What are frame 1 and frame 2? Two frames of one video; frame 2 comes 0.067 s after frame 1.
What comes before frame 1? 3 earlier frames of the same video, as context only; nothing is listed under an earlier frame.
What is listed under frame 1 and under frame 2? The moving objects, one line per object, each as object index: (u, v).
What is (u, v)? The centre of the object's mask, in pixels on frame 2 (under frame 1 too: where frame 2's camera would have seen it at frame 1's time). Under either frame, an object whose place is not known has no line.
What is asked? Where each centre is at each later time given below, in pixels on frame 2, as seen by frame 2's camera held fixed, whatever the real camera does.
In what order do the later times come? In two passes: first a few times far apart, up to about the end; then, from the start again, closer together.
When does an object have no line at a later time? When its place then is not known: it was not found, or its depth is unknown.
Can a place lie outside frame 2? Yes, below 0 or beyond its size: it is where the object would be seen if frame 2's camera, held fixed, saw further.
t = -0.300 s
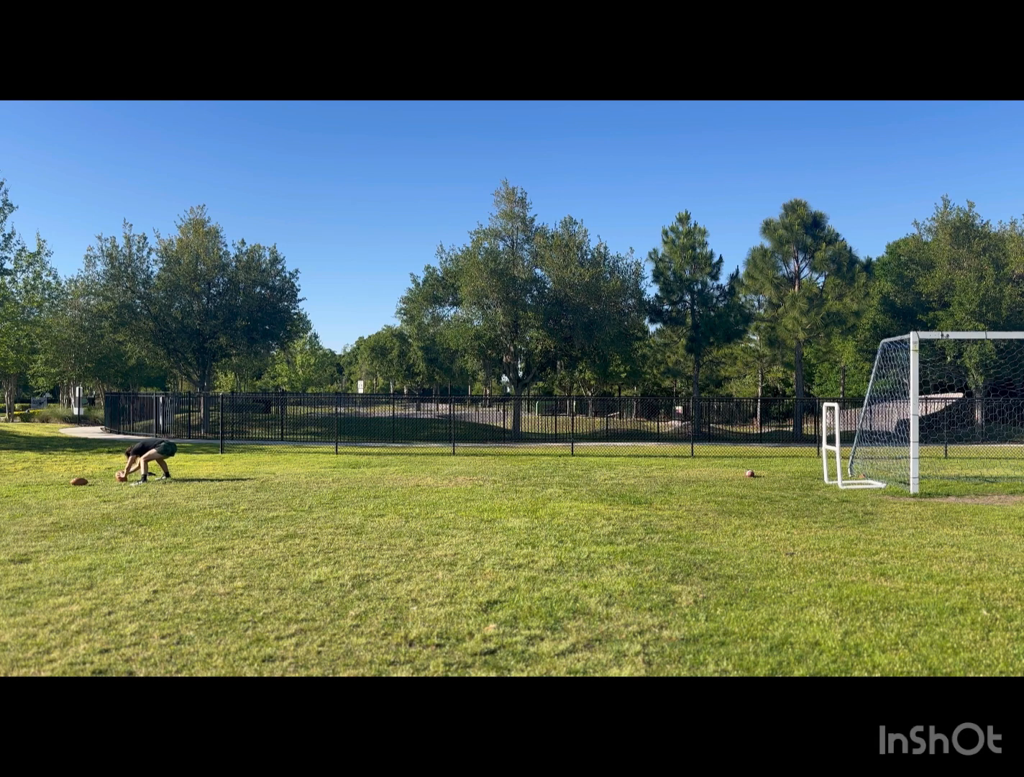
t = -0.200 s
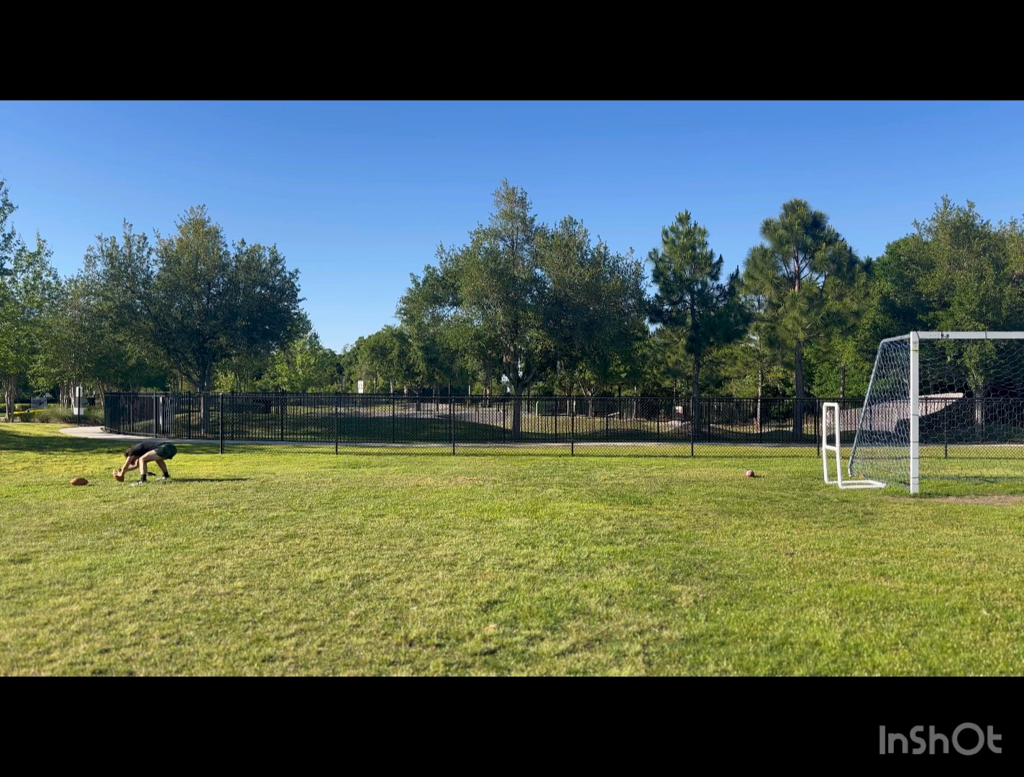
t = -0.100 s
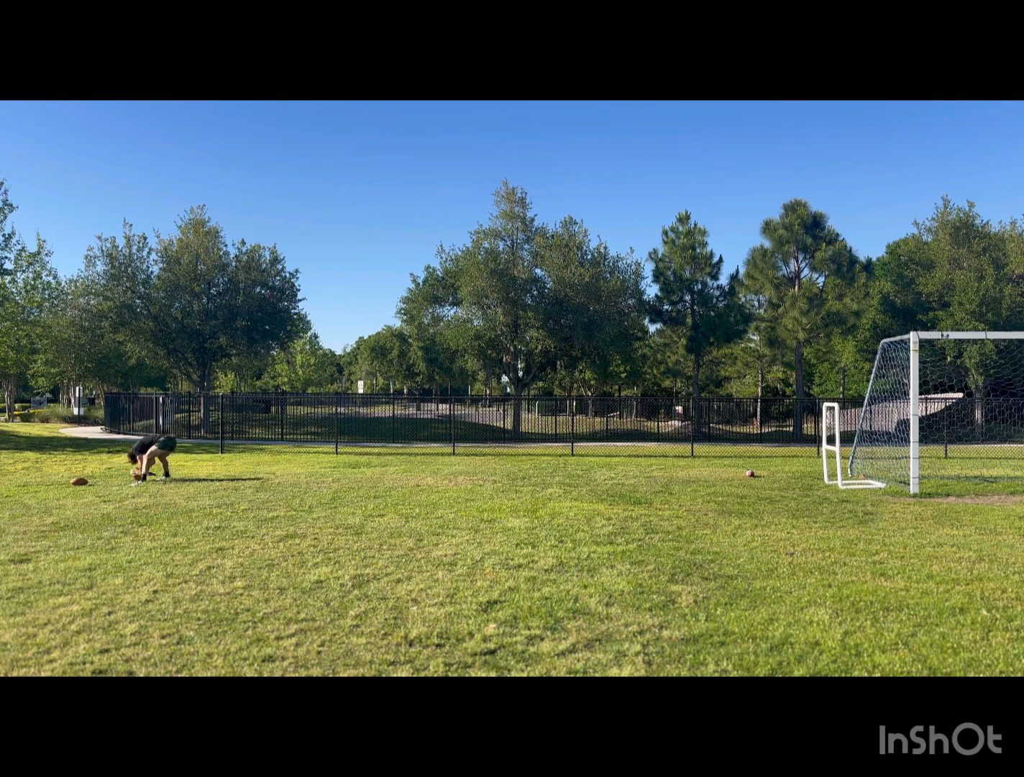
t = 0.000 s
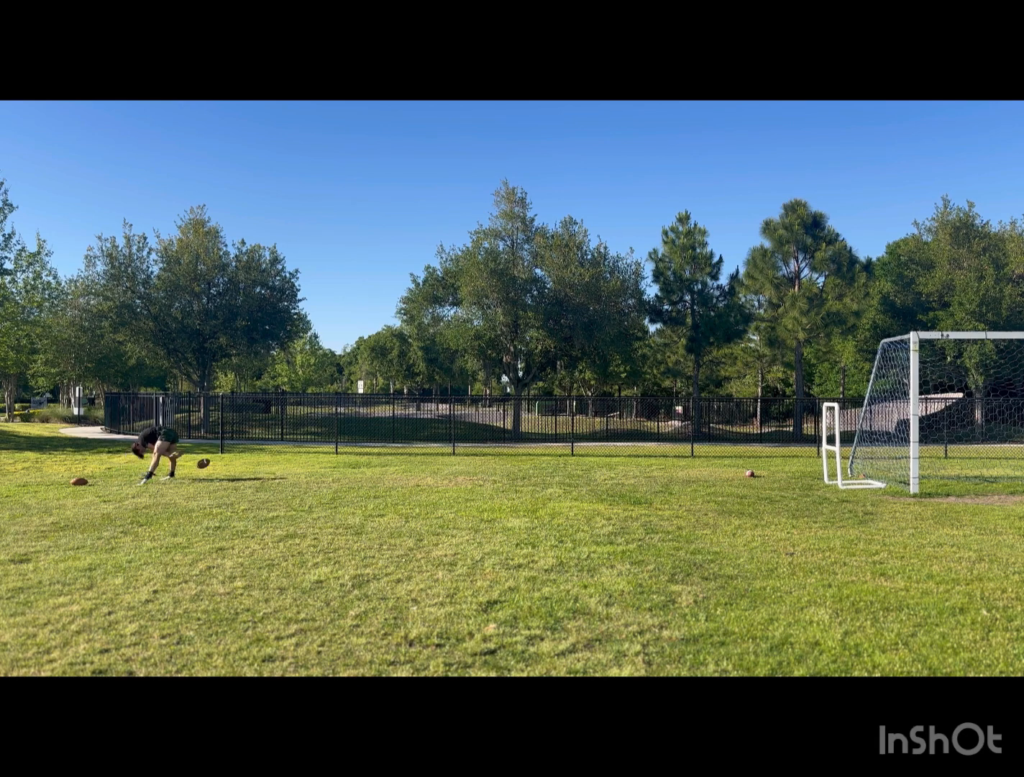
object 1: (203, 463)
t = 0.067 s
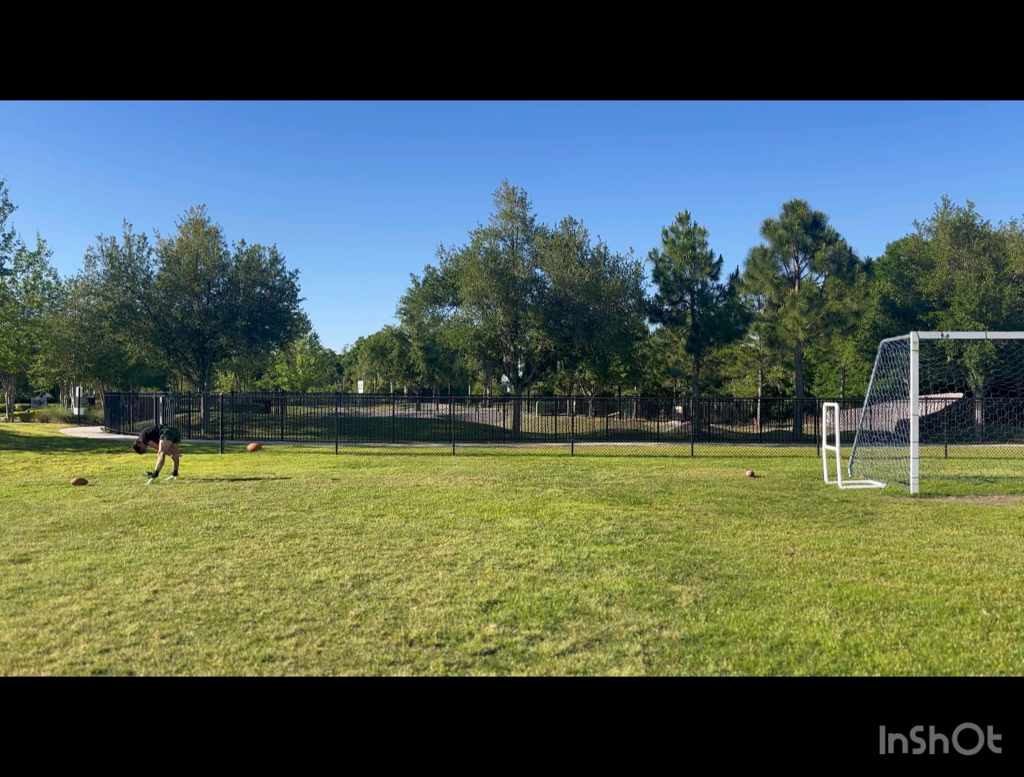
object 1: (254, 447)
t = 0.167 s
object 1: (330, 427)
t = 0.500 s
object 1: (585, 398)
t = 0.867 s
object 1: (883, 432)
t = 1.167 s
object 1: (889, 472)
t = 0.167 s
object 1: (330, 427)
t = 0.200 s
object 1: (355, 422)
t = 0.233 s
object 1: (380, 418)
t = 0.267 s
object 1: (407, 413)
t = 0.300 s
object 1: (432, 409)
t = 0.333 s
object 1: (457, 406)
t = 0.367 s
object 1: (483, 404)
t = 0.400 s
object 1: (508, 402)
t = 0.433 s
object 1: (534, 399)
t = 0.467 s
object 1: (559, 399)
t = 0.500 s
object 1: (585, 398)
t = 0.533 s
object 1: (611, 398)
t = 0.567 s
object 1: (638, 399)
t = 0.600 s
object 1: (665, 402)
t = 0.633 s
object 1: (691, 403)
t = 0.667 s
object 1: (718, 405)
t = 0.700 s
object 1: (746, 408)
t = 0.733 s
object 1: (773, 412)
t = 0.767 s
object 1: (801, 416)
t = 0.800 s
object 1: (828, 420)
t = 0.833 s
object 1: (856, 426)
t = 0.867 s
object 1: (883, 432)
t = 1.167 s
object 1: (889, 472)
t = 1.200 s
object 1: (880, 476)
